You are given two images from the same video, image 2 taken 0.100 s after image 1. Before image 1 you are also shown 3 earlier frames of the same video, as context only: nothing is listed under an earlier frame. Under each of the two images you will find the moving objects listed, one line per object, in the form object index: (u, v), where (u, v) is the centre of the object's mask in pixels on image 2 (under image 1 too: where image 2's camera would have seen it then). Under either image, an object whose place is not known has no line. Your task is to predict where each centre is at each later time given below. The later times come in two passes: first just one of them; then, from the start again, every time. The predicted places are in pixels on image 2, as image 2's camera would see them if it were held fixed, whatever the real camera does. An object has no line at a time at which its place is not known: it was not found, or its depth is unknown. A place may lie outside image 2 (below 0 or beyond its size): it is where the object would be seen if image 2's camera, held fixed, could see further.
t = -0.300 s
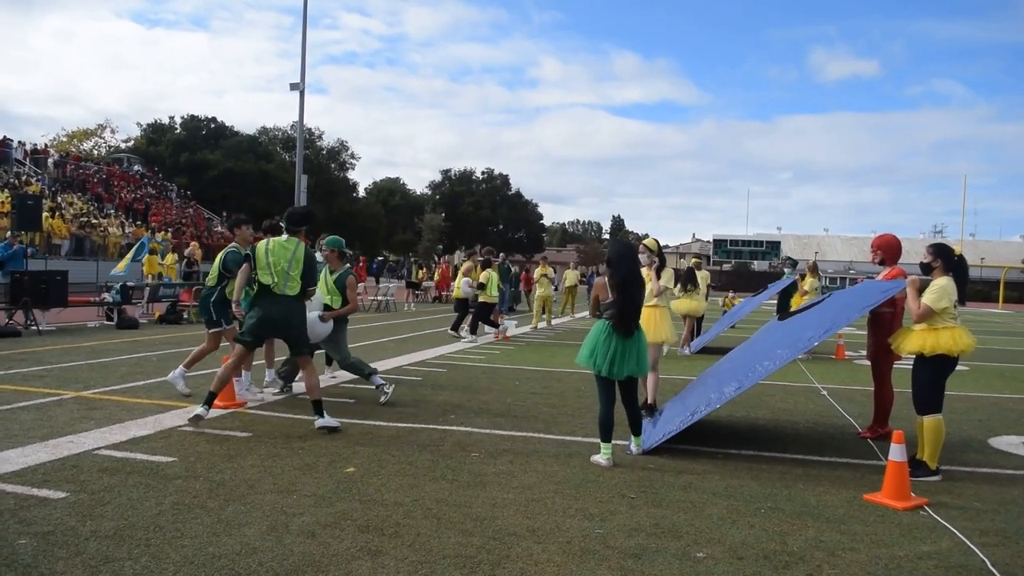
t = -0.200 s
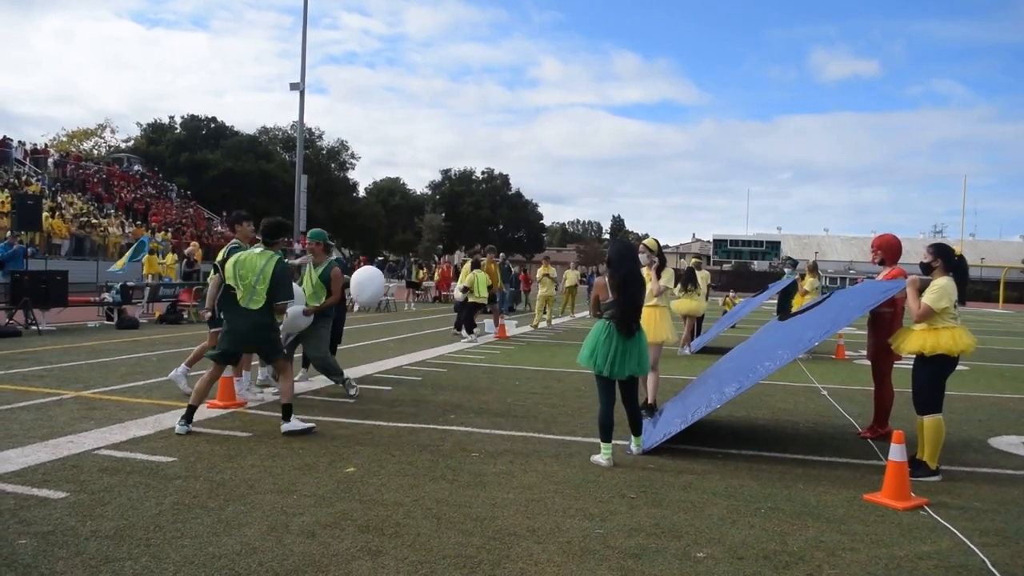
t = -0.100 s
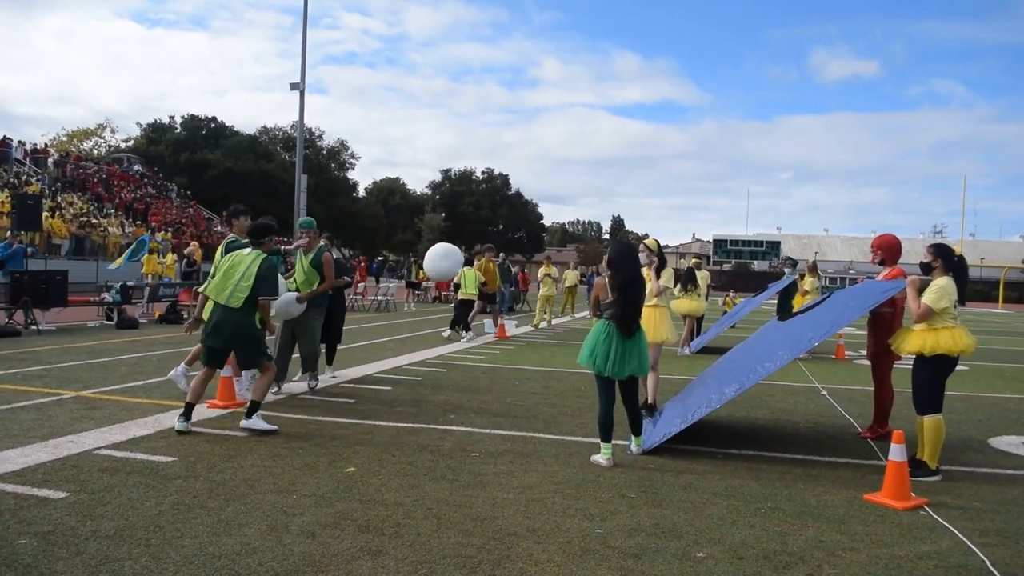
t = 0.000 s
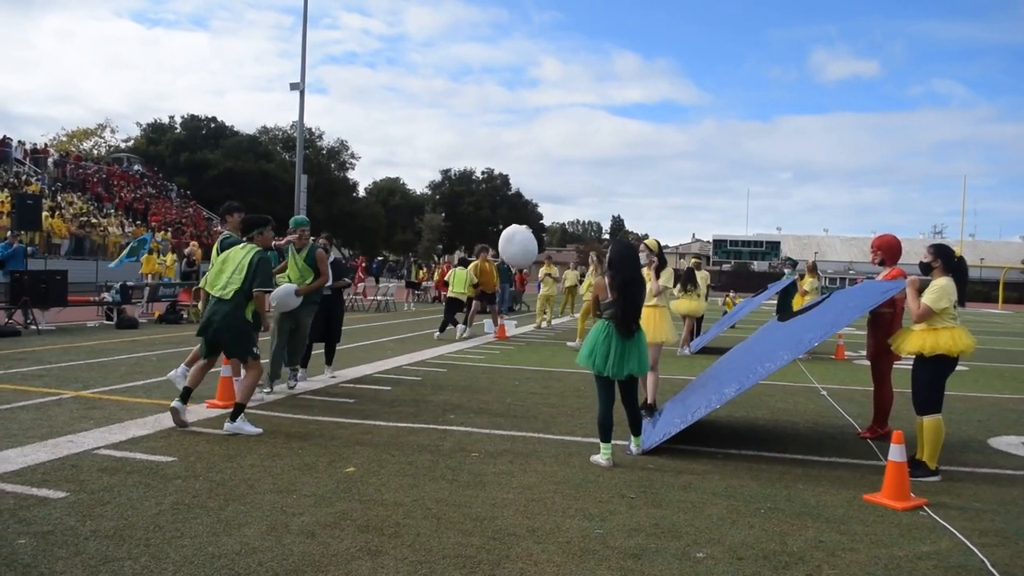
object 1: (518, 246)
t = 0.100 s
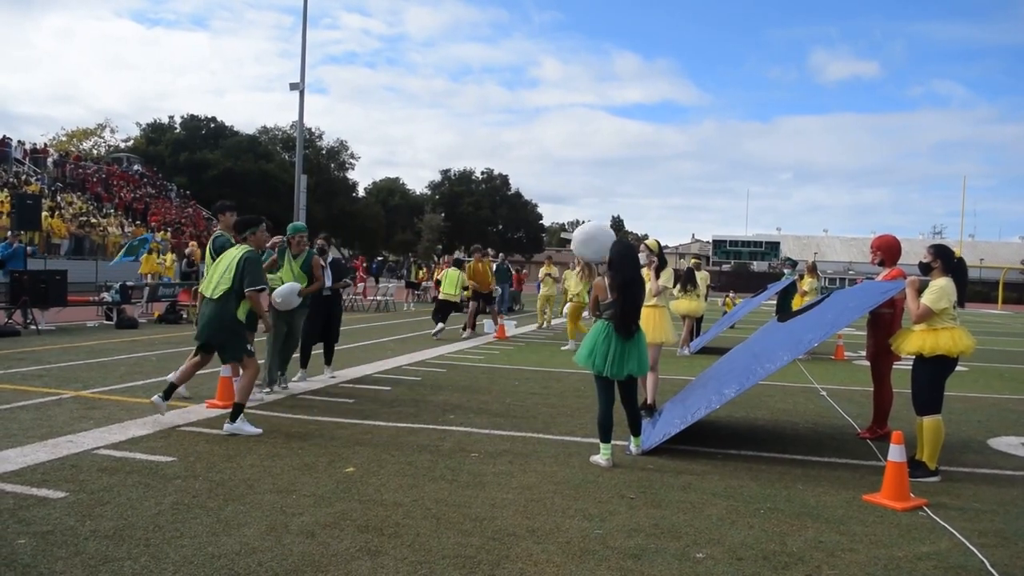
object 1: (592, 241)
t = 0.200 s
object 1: (671, 249)
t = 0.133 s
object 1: (617, 236)
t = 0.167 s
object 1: (648, 244)
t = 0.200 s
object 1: (671, 249)
